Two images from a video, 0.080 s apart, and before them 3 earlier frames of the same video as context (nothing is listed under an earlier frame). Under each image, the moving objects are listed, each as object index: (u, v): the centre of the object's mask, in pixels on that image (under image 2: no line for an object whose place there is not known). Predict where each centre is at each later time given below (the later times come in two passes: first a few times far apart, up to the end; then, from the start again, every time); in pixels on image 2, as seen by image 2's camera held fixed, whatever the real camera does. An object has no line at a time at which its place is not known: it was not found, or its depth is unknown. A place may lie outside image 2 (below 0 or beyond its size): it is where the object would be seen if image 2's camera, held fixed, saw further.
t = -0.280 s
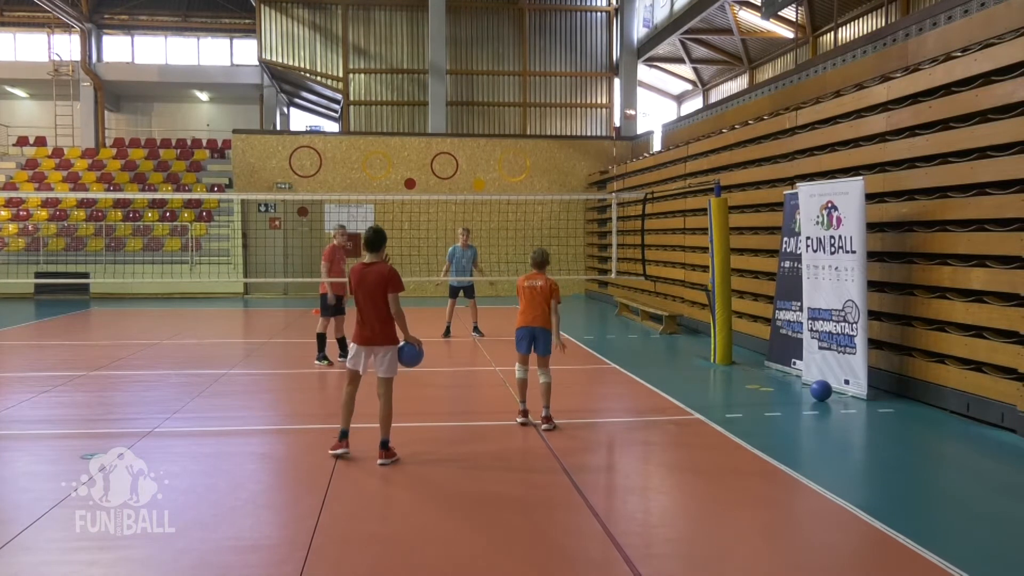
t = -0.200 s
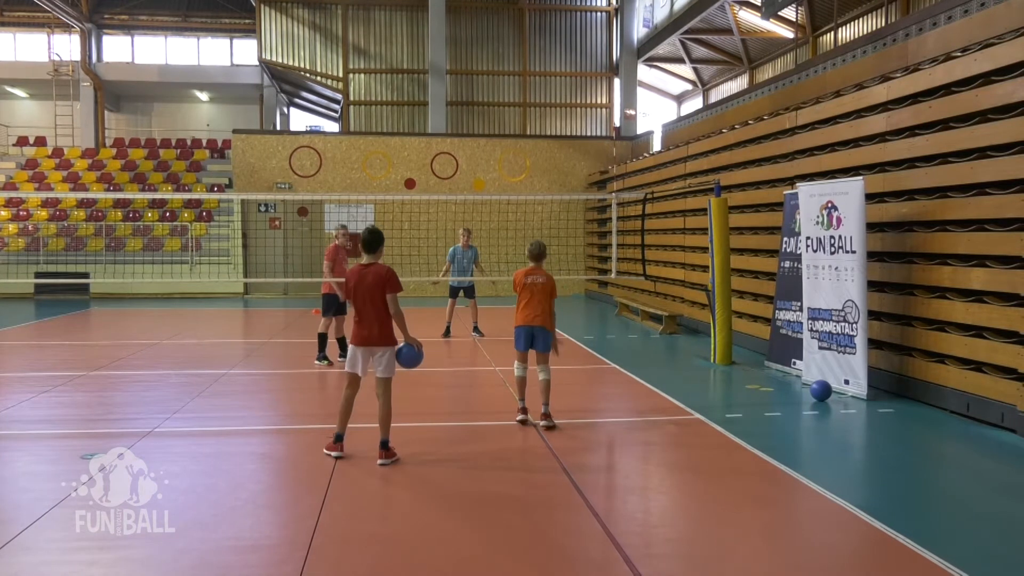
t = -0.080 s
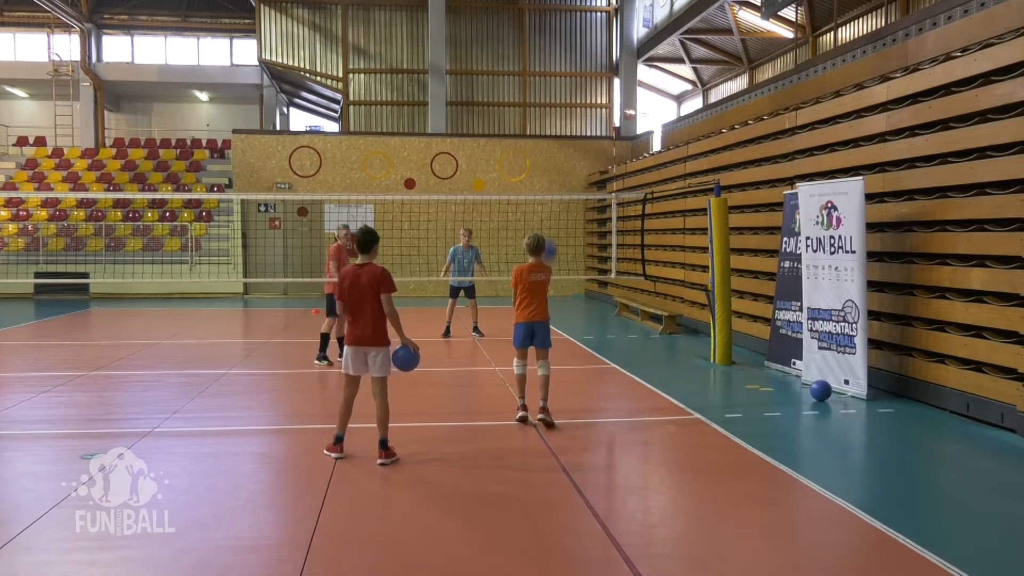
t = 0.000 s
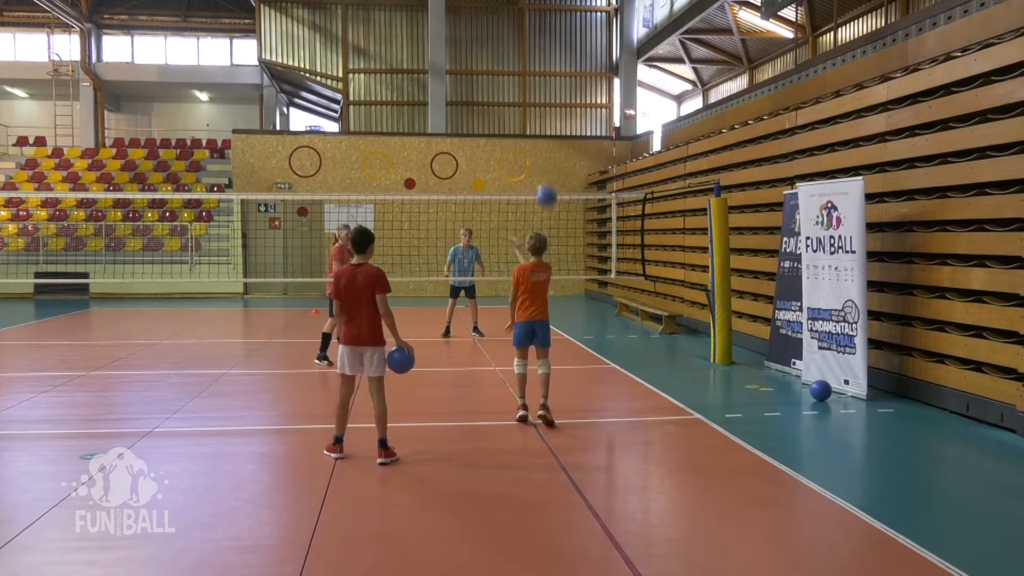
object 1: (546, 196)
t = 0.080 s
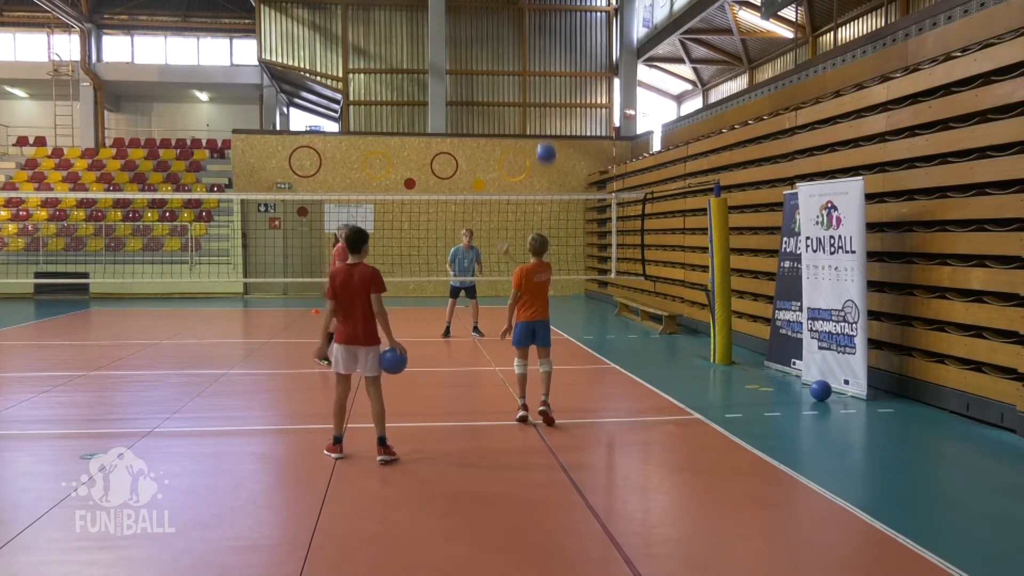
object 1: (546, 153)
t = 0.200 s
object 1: (546, 107)
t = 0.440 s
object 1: (547, 64)
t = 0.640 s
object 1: (547, 70)
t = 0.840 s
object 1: (547, 109)
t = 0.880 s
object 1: (547, 119)
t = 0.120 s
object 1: (546, 136)
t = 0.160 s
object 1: (546, 120)
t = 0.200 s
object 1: (546, 107)
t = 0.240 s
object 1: (546, 95)
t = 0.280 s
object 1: (546, 85)
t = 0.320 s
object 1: (546, 78)
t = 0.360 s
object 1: (547, 72)
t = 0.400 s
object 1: (547, 67)
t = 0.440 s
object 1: (547, 64)
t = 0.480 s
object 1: (547, 63)
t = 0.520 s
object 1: (547, 63)
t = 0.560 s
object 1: (547, 64)
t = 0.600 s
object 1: (547, 67)
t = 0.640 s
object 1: (547, 70)
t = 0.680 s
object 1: (547, 76)
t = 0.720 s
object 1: (547, 82)
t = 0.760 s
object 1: (547, 90)
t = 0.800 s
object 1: (547, 99)
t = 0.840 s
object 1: (547, 109)
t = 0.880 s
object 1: (547, 119)
